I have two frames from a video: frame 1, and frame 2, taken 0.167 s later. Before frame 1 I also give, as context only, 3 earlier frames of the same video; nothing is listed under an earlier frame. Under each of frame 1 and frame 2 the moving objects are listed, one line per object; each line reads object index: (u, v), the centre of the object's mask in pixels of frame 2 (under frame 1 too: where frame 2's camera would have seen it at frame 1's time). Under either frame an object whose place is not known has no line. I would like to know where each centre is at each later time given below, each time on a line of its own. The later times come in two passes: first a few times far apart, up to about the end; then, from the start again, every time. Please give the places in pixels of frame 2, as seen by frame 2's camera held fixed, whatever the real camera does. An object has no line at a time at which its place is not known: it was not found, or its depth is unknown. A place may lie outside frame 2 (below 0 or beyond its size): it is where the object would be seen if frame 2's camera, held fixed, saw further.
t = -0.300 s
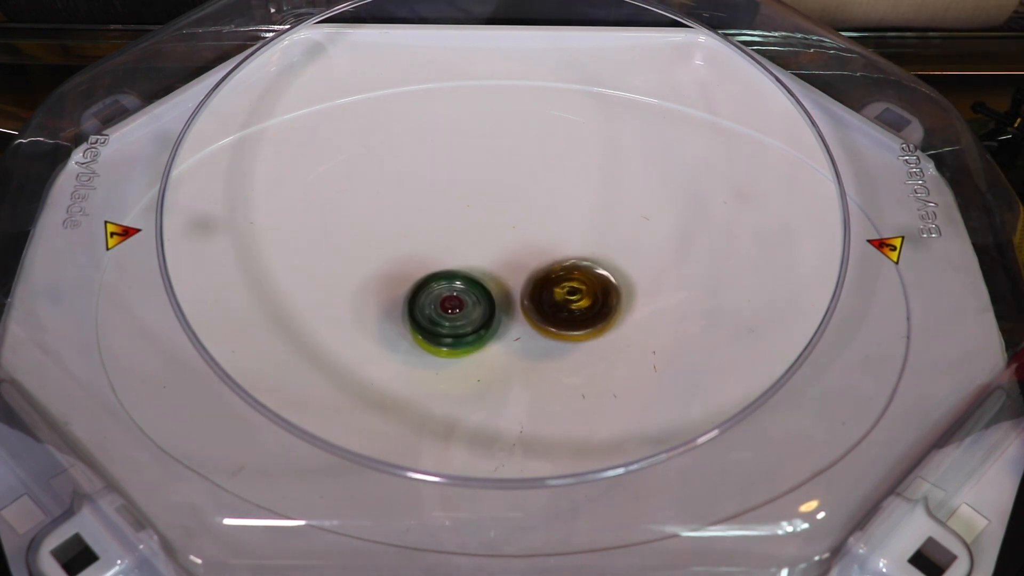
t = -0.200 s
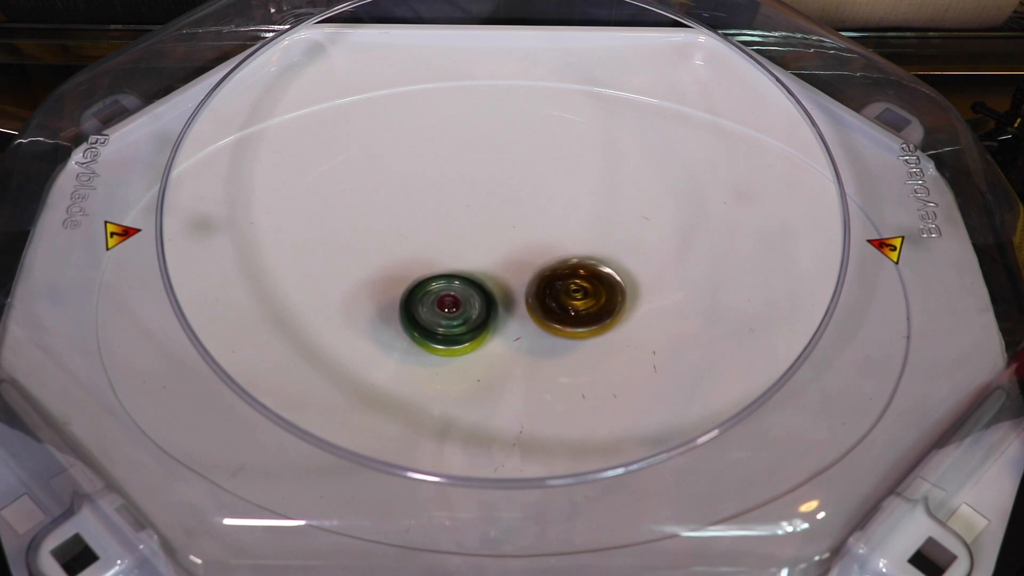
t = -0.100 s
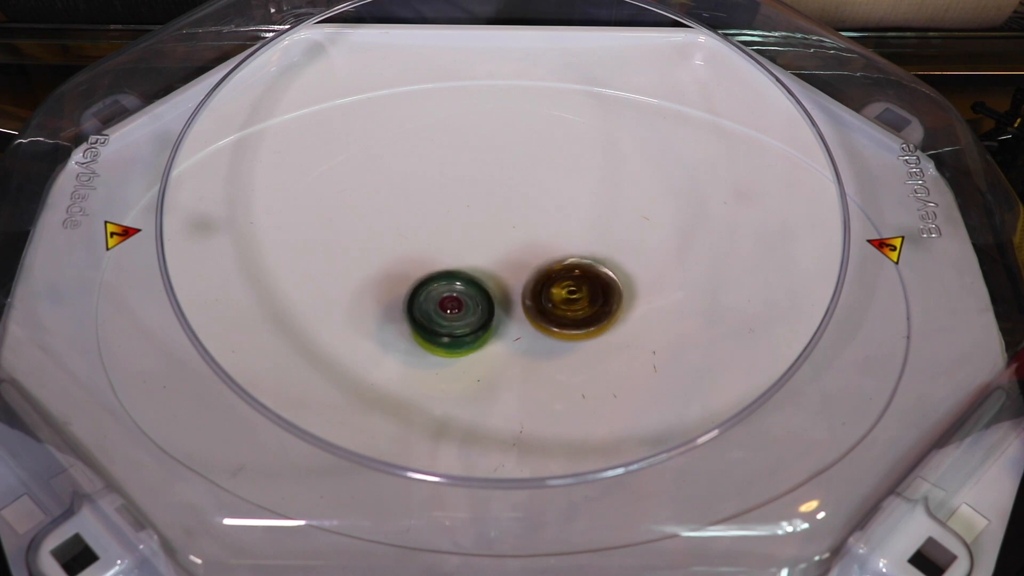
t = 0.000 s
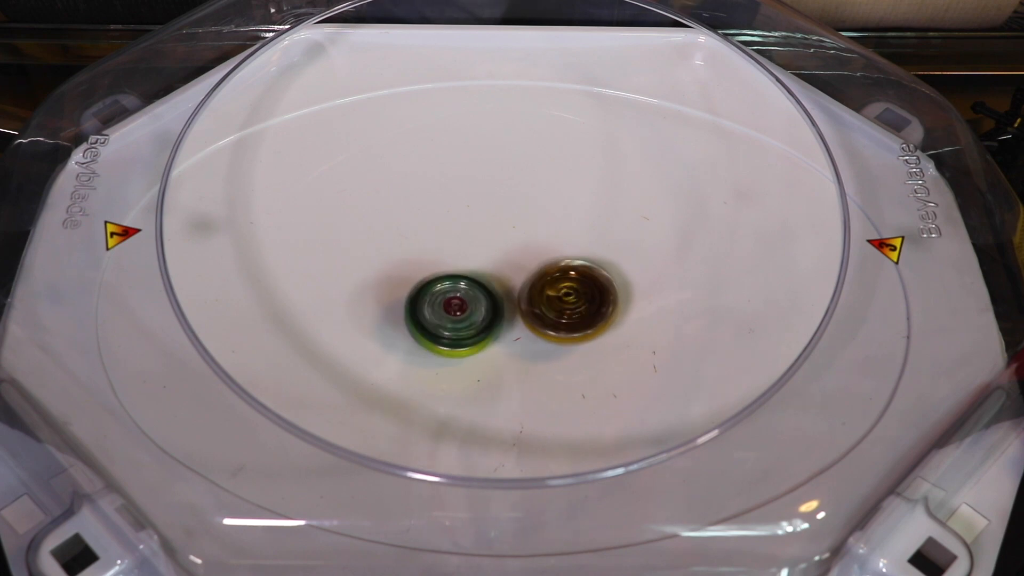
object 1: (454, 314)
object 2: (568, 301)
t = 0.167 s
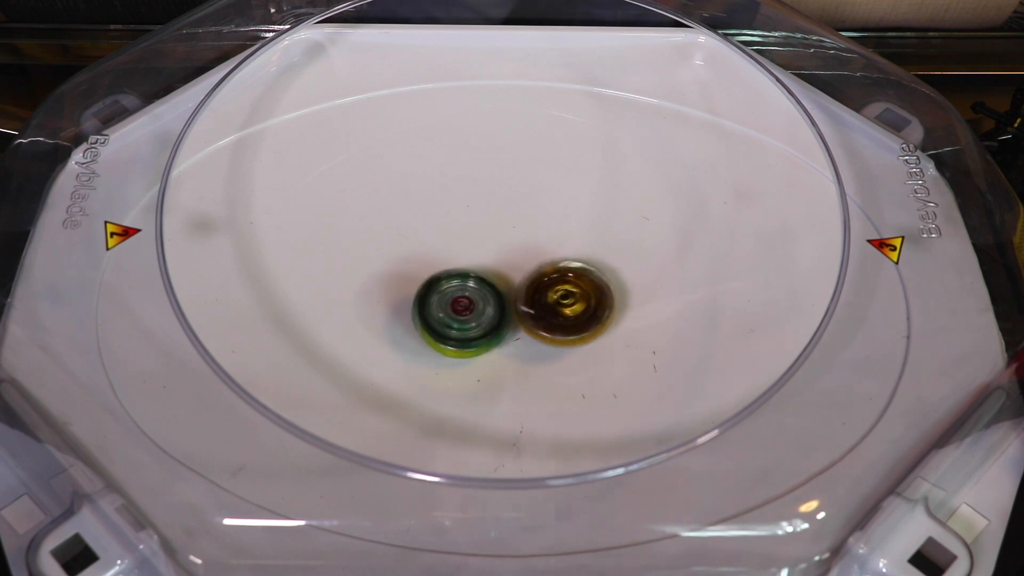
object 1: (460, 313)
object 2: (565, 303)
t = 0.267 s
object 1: (460, 312)
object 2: (566, 303)
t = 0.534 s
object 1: (449, 311)
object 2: (587, 297)
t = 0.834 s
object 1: (455, 312)
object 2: (575, 302)
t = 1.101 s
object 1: (455, 316)
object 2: (573, 303)
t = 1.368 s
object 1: (458, 321)
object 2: (570, 303)
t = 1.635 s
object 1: (460, 322)
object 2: (563, 305)
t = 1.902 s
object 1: (461, 317)
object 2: (563, 301)
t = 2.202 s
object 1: (454, 308)
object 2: (567, 298)
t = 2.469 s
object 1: (456, 305)
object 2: (569, 297)
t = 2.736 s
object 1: (458, 306)
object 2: (568, 298)
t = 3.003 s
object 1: (462, 313)
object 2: (563, 302)
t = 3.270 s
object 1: (432, 315)
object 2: (589, 294)
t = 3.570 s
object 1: (441, 305)
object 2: (581, 298)
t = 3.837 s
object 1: (466, 306)
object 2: (571, 301)
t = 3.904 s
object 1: (466, 308)
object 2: (574, 301)
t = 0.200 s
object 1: (458, 313)
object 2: (566, 303)
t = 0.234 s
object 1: (459, 312)
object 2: (567, 303)
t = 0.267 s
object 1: (460, 312)
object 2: (566, 303)
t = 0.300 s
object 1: (461, 311)
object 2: (566, 303)
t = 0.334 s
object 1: (462, 311)
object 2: (565, 303)
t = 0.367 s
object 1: (455, 312)
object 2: (572, 302)
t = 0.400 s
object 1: (449, 312)
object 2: (581, 301)
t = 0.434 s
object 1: (448, 310)
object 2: (586, 300)
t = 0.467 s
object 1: (449, 310)
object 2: (587, 299)
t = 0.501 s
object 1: (449, 311)
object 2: (587, 298)
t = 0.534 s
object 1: (449, 311)
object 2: (587, 297)
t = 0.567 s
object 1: (450, 311)
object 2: (586, 297)
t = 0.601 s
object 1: (451, 310)
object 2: (584, 298)
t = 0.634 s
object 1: (451, 310)
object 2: (583, 299)
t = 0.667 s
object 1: (449, 311)
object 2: (581, 300)
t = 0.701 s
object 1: (450, 311)
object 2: (580, 300)
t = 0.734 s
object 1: (452, 311)
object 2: (578, 301)
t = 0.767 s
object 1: (455, 311)
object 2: (577, 301)
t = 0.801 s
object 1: (454, 311)
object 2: (576, 301)
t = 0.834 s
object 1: (455, 312)
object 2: (575, 302)
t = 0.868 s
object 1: (457, 311)
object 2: (574, 302)
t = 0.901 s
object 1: (458, 311)
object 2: (572, 303)
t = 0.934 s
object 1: (457, 312)
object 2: (571, 303)
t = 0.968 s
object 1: (458, 313)
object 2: (569, 304)
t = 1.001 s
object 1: (460, 314)
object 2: (568, 305)
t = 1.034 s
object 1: (462, 314)
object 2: (567, 305)
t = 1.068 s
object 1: (462, 314)
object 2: (568, 304)
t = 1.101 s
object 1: (455, 316)
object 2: (573, 303)
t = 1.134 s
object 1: (453, 316)
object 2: (575, 301)
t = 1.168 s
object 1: (454, 316)
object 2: (575, 301)
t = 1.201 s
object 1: (455, 317)
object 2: (574, 301)
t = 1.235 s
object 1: (454, 319)
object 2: (573, 301)
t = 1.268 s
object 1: (455, 321)
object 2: (572, 301)
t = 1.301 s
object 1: (457, 320)
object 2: (572, 302)
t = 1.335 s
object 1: (458, 319)
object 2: (571, 302)
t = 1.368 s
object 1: (458, 321)
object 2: (570, 303)
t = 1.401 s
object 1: (458, 322)
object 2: (569, 303)
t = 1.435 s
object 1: (460, 321)
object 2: (568, 303)
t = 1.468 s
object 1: (460, 321)
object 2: (567, 304)
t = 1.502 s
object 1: (459, 322)
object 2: (566, 304)
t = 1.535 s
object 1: (460, 323)
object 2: (564, 305)
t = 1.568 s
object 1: (461, 322)
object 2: (564, 305)
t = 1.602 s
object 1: (460, 321)
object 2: (565, 305)
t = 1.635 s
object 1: (460, 322)
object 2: (563, 305)
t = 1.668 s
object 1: (461, 322)
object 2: (563, 304)
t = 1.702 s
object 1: (458, 321)
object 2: (566, 303)
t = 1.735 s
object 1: (456, 320)
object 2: (566, 302)
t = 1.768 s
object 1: (457, 320)
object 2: (566, 302)
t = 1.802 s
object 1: (460, 319)
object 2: (566, 301)
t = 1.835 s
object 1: (460, 317)
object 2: (565, 301)
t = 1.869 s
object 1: (460, 317)
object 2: (564, 301)
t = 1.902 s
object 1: (461, 317)
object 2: (563, 301)
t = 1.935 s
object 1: (455, 316)
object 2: (569, 301)
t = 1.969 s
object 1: (451, 315)
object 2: (572, 299)
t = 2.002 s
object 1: (449, 315)
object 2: (572, 297)
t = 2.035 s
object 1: (452, 312)
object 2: (572, 297)
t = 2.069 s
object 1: (453, 312)
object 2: (571, 296)
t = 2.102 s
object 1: (453, 311)
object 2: (570, 297)
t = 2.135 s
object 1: (454, 311)
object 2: (569, 298)
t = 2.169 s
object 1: (455, 309)
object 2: (567, 298)
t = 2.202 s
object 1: (454, 308)
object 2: (567, 298)
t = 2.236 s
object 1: (455, 309)
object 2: (566, 298)
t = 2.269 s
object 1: (459, 307)
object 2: (566, 298)
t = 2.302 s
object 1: (460, 306)
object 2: (564, 298)
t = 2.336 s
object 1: (459, 306)
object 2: (564, 298)
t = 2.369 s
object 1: (456, 305)
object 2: (567, 298)
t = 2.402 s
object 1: (455, 303)
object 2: (569, 298)
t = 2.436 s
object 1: (453, 304)
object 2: (569, 297)
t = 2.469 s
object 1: (456, 305)
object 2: (569, 297)
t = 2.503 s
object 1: (458, 304)
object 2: (569, 297)
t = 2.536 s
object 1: (458, 304)
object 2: (568, 297)
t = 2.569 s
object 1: (459, 306)
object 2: (567, 298)
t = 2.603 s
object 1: (460, 305)
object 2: (566, 298)
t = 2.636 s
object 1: (460, 305)
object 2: (565, 298)
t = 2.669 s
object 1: (458, 308)
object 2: (566, 298)
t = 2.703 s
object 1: (458, 306)
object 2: (568, 298)
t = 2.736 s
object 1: (458, 306)
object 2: (568, 298)
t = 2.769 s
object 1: (458, 308)
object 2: (568, 299)
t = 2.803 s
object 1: (460, 308)
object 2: (567, 299)
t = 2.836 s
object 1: (458, 309)
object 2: (566, 299)
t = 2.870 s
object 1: (458, 311)
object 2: (566, 299)
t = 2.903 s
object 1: (461, 310)
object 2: (566, 300)
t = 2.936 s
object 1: (460, 311)
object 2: (565, 301)
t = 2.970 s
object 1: (460, 312)
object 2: (564, 301)
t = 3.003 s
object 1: (462, 313)
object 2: (563, 302)
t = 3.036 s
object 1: (449, 313)
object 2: (573, 300)
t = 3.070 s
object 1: (440, 316)
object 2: (583, 298)
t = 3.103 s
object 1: (438, 315)
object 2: (589, 296)
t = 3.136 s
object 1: (436, 315)
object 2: (592, 295)
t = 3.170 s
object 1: (435, 316)
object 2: (591, 294)
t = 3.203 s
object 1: (433, 315)
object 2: (591, 294)
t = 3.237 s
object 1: (431, 315)
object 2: (590, 294)
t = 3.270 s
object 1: (432, 315)
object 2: (589, 294)
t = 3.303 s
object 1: (432, 313)
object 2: (589, 294)
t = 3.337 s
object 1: (431, 313)
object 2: (588, 295)
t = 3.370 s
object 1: (433, 312)
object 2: (587, 296)
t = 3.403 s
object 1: (432, 311)
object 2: (586, 296)
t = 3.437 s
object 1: (432, 311)
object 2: (585, 296)
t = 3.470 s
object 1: (436, 309)
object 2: (584, 297)
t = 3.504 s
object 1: (436, 308)
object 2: (583, 297)
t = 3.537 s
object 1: (439, 307)
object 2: (582, 297)
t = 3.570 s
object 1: (441, 305)
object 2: (581, 298)
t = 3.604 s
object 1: (441, 306)
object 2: (580, 298)
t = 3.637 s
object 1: (445, 305)
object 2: (579, 298)
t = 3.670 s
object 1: (449, 304)
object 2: (578, 299)
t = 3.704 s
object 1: (451, 304)
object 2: (576, 299)
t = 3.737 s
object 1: (455, 303)
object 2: (575, 299)
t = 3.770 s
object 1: (456, 304)
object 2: (574, 300)
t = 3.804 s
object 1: (460, 306)
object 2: (572, 301)
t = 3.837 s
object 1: (466, 306)
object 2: (571, 301)
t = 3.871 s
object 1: (467, 307)
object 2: (571, 301)
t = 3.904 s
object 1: (466, 308)
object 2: (574, 301)
